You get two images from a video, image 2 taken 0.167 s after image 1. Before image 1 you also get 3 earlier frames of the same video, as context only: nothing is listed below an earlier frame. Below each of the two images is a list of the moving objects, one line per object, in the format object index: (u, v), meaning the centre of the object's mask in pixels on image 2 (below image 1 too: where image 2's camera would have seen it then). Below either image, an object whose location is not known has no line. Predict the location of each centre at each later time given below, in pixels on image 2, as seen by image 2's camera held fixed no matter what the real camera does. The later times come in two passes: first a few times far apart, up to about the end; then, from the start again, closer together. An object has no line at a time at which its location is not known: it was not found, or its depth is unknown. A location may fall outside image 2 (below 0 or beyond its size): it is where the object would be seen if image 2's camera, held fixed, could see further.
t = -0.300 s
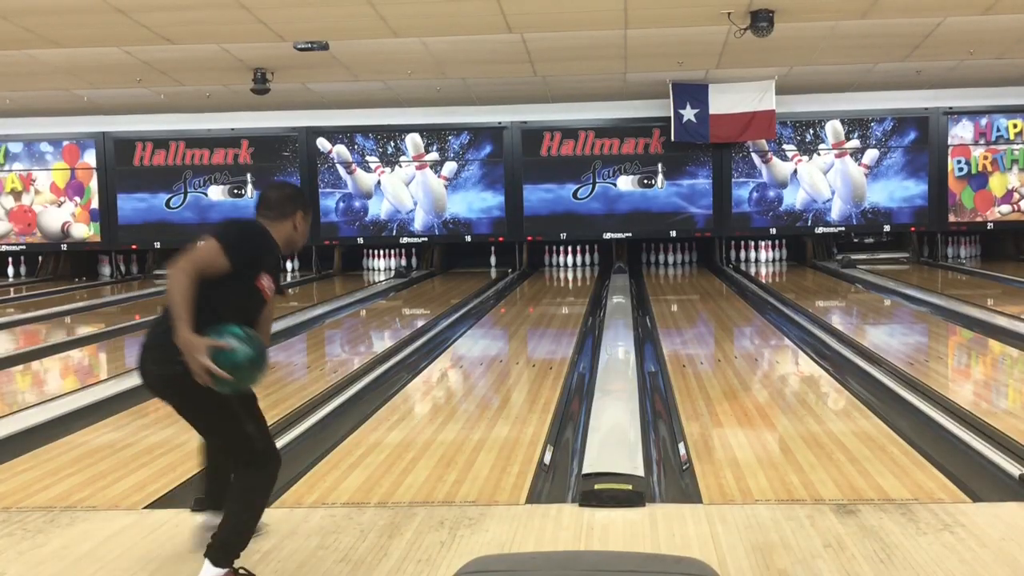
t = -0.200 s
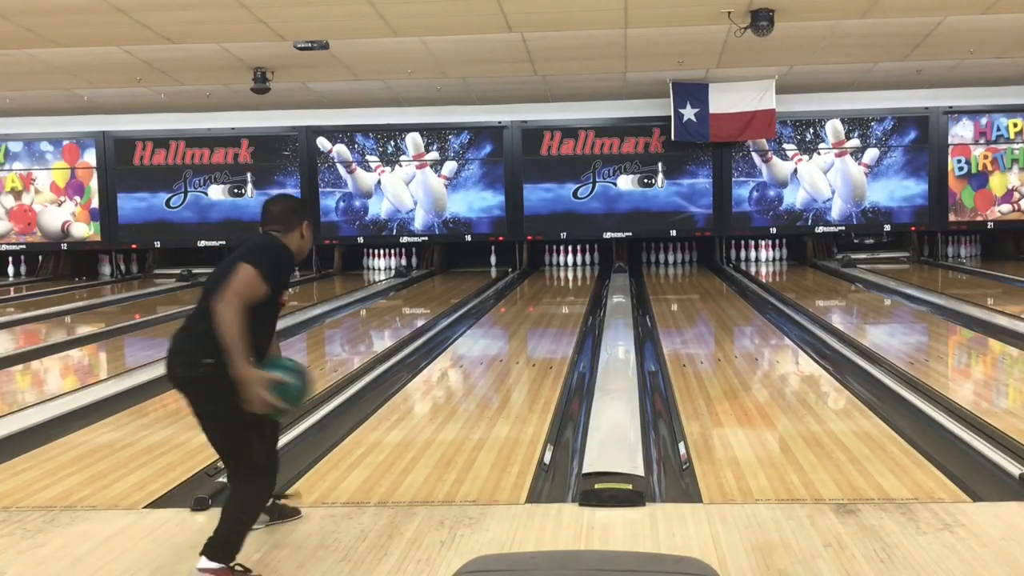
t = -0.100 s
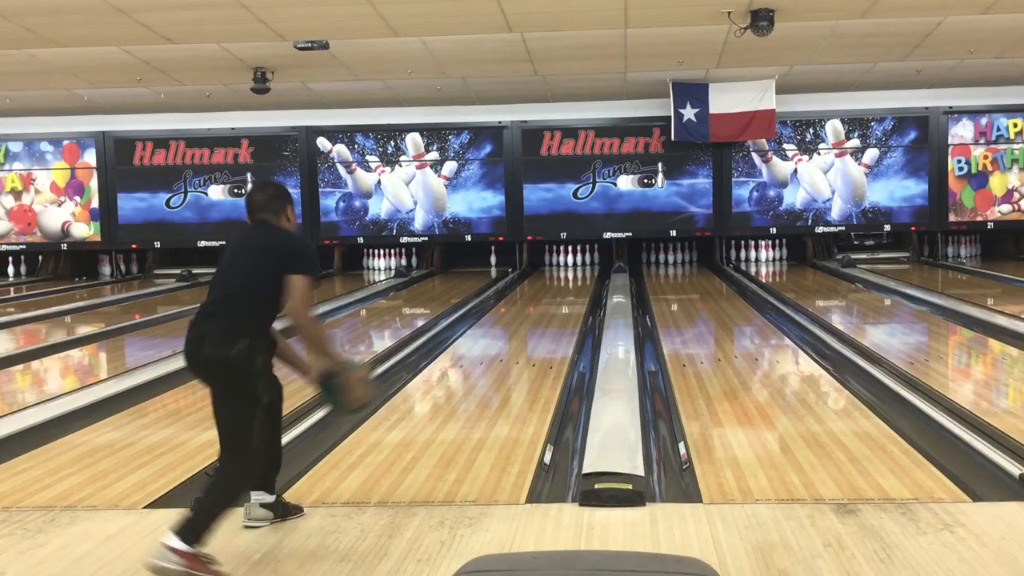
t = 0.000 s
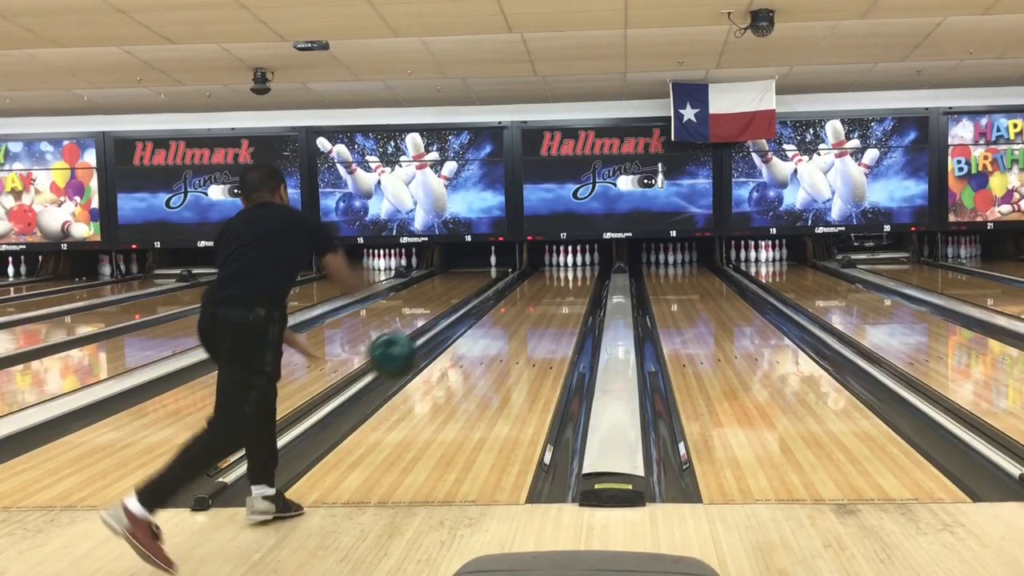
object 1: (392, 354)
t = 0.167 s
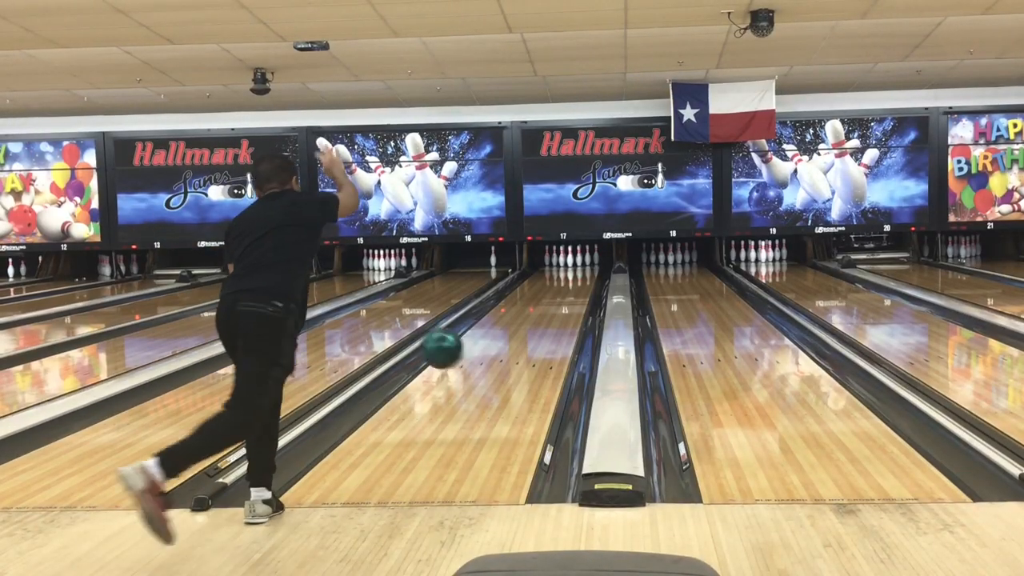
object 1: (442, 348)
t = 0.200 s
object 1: (450, 352)
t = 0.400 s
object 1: (489, 372)
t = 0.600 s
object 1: (515, 353)
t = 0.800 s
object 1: (534, 334)
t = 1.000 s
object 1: (549, 319)
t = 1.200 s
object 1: (560, 307)
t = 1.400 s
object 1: (568, 298)
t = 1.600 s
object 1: (574, 289)
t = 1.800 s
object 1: (578, 283)
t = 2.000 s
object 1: (580, 277)
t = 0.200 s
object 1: (450, 352)
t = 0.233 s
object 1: (458, 359)
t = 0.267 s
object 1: (464, 367)
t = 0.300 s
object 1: (471, 375)
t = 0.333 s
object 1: (477, 386)
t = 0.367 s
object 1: (483, 381)
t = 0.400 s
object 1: (489, 372)
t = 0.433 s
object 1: (493, 368)
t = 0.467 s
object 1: (498, 364)
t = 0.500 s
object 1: (502, 362)
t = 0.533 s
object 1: (507, 361)
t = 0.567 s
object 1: (511, 357)
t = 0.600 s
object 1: (515, 353)
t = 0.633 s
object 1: (518, 350)
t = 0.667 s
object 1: (522, 346)
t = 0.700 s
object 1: (525, 343)
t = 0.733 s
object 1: (528, 340)
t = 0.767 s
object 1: (531, 337)
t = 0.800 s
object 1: (534, 334)
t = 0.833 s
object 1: (537, 331)
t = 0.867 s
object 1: (540, 328)
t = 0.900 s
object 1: (542, 326)
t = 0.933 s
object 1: (544, 323)
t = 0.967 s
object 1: (547, 321)
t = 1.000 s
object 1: (549, 319)
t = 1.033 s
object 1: (551, 317)
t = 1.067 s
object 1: (553, 315)
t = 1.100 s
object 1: (555, 313)
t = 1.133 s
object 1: (557, 311)
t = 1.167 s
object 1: (559, 309)
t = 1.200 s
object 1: (560, 307)
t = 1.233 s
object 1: (562, 305)
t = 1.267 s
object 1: (564, 304)
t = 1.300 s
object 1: (565, 302)
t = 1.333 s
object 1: (566, 300)
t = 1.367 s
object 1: (567, 299)
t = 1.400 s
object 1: (568, 298)
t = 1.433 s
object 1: (570, 296)
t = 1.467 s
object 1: (571, 294)
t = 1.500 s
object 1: (572, 293)
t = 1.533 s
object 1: (573, 292)
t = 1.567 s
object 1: (574, 291)
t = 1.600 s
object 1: (574, 289)
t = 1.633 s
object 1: (575, 289)
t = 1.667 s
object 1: (576, 287)
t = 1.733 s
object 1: (577, 285)
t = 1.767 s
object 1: (577, 284)
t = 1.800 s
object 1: (578, 283)
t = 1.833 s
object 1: (578, 282)
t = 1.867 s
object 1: (578, 281)
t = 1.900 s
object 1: (579, 280)
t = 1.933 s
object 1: (580, 279)
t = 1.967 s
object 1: (580, 278)
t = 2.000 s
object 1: (580, 277)
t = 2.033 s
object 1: (580, 276)
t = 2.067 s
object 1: (580, 276)
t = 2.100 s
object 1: (580, 275)
